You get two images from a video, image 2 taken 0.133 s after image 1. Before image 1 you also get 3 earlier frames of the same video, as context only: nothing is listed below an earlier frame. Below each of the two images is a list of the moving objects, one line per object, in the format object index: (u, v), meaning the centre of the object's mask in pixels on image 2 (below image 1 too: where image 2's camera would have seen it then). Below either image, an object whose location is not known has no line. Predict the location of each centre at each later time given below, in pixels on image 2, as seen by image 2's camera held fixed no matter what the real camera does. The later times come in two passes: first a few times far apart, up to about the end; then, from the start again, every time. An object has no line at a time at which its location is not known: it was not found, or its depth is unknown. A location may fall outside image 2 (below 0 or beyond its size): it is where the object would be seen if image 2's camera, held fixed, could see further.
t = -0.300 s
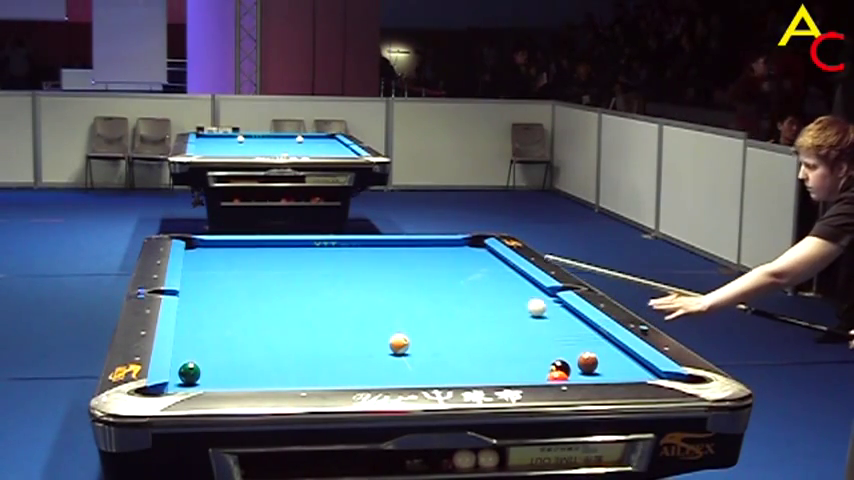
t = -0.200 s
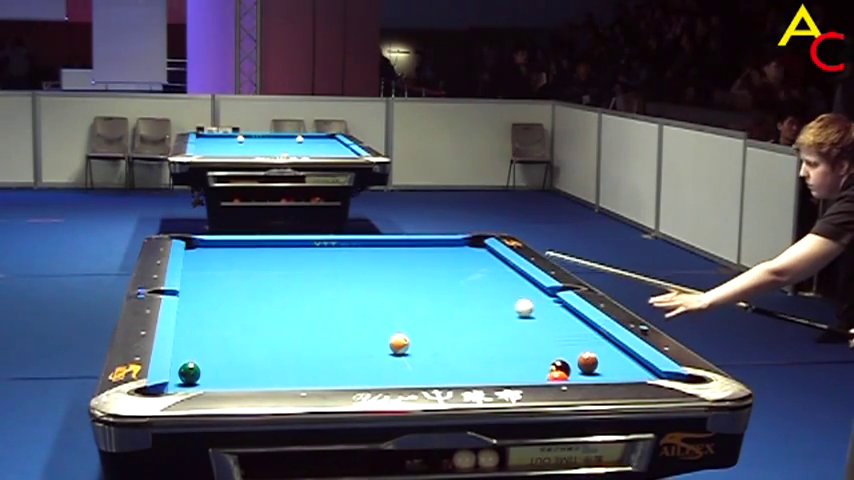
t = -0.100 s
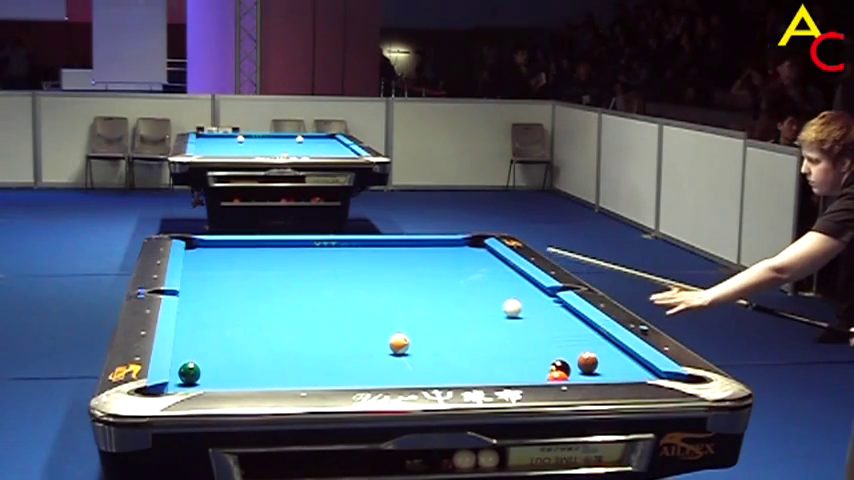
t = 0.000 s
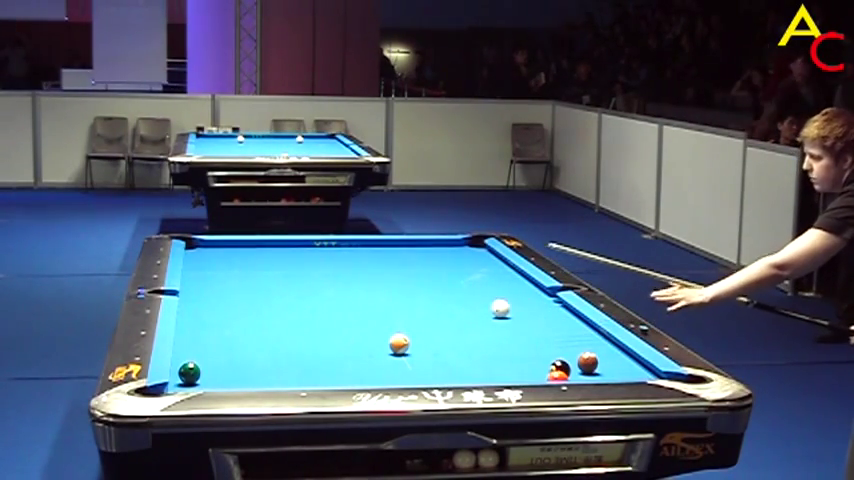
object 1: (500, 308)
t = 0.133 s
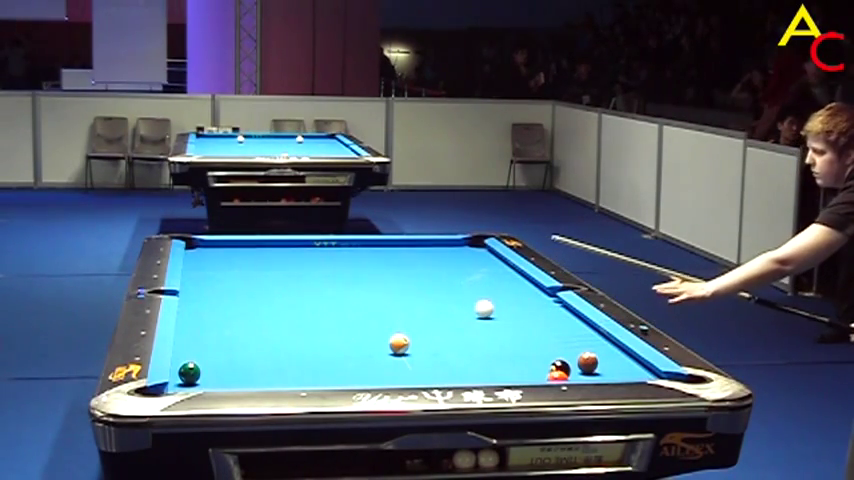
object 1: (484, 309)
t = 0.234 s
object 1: (473, 309)
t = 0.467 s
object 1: (446, 310)
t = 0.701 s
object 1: (421, 311)
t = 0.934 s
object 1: (397, 311)
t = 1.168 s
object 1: (373, 312)
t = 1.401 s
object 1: (351, 313)
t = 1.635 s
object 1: (330, 313)
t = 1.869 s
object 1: (310, 314)
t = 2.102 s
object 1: (291, 314)
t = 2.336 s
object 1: (273, 315)
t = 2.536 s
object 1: (259, 315)
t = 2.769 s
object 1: (243, 316)
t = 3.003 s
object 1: (229, 316)
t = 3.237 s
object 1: (215, 316)
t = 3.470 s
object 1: (204, 316)
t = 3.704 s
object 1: (193, 316)
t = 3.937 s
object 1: (186, 316)
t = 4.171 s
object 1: (190, 316)
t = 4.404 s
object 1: (194, 316)
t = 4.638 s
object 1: (196, 316)
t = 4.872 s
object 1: (197, 316)
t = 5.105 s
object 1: (198, 316)
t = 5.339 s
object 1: (199, 316)
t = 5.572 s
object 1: (199, 316)
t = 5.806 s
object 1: (199, 316)
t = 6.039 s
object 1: (199, 316)
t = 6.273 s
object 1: (199, 316)
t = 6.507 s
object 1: (199, 316)
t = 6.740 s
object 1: (199, 316)
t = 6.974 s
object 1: (199, 316)
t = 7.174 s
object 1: (199, 316)
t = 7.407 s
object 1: (199, 316)
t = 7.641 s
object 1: (199, 316)
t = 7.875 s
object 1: (199, 316)
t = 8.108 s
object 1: (199, 316)
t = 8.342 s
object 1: (199, 316)
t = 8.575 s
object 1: (199, 316)
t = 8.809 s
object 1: (199, 316)
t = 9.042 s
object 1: (199, 316)
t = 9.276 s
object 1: (199, 316)
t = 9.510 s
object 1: (199, 316)
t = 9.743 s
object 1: (199, 316)
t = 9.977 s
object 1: (199, 316)
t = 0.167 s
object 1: (480, 309)
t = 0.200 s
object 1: (476, 309)
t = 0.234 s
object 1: (473, 309)
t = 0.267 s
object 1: (469, 309)
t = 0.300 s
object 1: (465, 309)
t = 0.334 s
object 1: (461, 309)
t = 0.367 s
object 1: (457, 309)
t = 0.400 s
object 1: (454, 310)
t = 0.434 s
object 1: (450, 310)
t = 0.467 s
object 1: (446, 310)
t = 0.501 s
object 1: (442, 310)
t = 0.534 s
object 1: (439, 310)
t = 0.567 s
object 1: (435, 310)
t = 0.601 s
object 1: (432, 310)
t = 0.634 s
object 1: (428, 310)
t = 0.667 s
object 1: (424, 310)
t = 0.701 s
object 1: (421, 311)
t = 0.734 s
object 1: (417, 311)
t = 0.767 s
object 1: (414, 311)
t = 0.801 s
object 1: (410, 311)
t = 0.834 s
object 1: (407, 311)
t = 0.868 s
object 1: (403, 311)
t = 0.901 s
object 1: (400, 311)
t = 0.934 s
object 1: (397, 311)
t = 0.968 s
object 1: (393, 311)
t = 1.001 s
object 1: (390, 311)
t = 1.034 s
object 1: (386, 312)
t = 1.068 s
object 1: (383, 312)
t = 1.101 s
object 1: (380, 312)
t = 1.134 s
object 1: (376, 312)
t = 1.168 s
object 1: (373, 312)
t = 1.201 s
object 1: (370, 312)
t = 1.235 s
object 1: (367, 312)
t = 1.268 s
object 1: (364, 313)
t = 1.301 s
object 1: (360, 313)
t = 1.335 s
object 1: (357, 313)
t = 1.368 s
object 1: (354, 313)
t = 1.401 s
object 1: (351, 313)
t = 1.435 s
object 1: (348, 313)
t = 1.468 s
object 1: (345, 313)
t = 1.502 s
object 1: (342, 313)
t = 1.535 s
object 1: (339, 313)
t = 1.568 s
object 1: (336, 313)
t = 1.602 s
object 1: (333, 313)
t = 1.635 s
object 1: (330, 313)
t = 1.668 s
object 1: (327, 313)
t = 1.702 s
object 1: (324, 313)
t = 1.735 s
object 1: (321, 314)
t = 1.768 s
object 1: (318, 314)
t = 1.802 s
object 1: (315, 314)
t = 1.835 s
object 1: (313, 314)
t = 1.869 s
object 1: (310, 314)
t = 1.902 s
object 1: (307, 314)
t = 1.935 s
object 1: (304, 314)
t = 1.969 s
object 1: (301, 314)
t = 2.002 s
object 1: (299, 314)
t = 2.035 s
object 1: (296, 314)
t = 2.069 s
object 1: (294, 314)
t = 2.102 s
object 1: (291, 314)
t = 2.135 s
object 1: (288, 314)
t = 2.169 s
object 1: (286, 314)
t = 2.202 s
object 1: (283, 314)
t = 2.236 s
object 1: (281, 315)
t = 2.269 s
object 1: (278, 315)
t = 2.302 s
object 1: (276, 315)
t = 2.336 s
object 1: (273, 315)
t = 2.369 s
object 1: (271, 315)
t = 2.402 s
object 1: (268, 315)
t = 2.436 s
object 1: (266, 315)
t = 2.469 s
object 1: (263, 315)
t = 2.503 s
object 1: (261, 315)
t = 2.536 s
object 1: (259, 315)
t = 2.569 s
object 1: (257, 315)
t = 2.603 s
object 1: (254, 316)
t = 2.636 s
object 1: (252, 316)
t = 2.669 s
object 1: (250, 315)
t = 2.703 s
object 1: (248, 316)
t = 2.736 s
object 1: (245, 316)
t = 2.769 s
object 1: (243, 316)
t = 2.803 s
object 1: (241, 316)
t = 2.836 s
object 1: (239, 316)
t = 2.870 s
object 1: (237, 316)
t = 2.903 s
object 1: (235, 316)
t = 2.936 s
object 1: (233, 316)
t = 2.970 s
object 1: (231, 316)
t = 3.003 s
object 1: (229, 316)
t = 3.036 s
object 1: (227, 316)
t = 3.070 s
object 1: (225, 316)
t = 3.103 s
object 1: (223, 316)
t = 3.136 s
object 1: (221, 316)
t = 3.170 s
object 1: (219, 316)
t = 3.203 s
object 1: (217, 316)
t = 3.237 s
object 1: (215, 316)
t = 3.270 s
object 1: (214, 316)
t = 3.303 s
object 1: (212, 316)
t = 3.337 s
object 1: (210, 316)
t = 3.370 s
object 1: (209, 316)
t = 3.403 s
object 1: (207, 316)
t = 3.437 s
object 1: (205, 316)
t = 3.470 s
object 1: (204, 316)
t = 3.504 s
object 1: (202, 316)
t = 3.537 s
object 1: (201, 316)
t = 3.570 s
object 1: (199, 316)
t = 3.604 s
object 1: (197, 316)
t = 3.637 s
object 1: (196, 316)
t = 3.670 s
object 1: (194, 316)
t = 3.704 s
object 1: (193, 316)
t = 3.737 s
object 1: (192, 316)
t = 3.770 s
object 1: (190, 316)
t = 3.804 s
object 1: (189, 316)
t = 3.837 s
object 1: (188, 316)
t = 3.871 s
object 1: (186, 316)
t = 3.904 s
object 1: (185, 316)
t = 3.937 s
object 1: (186, 316)
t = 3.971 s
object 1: (187, 316)
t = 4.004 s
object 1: (187, 316)
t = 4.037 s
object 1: (188, 316)
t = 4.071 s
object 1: (189, 316)
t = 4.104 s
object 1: (189, 316)
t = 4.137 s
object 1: (190, 316)
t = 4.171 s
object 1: (190, 316)
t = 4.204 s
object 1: (191, 316)
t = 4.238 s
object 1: (192, 316)
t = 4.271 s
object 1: (192, 316)
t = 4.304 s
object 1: (192, 316)
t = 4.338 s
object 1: (193, 316)
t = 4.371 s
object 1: (194, 316)
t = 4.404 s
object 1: (194, 316)
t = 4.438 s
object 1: (194, 316)
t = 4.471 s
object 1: (195, 316)
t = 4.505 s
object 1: (195, 316)
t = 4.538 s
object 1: (195, 316)
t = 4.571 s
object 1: (196, 316)
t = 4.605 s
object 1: (196, 316)
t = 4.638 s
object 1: (196, 316)
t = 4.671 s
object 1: (197, 316)
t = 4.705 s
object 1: (197, 316)
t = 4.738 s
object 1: (197, 316)
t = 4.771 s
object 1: (197, 316)
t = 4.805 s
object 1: (197, 316)
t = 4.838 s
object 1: (197, 316)
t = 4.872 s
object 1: (197, 316)
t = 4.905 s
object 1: (197, 316)
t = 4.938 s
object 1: (198, 316)
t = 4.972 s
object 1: (198, 316)
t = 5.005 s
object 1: (198, 316)
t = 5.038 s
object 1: (198, 316)
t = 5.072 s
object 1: (198, 316)
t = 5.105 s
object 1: (198, 316)
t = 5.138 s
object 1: (198, 316)
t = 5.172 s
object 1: (198, 316)
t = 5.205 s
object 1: (198, 316)
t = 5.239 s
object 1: (198, 316)
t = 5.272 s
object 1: (198, 316)
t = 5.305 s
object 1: (198, 316)
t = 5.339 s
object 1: (199, 316)
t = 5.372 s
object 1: (199, 316)
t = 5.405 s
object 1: (199, 316)
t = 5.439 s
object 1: (199, 316)
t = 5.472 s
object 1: (199, 316)
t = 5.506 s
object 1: (199, 316)
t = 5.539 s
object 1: (199, 316)
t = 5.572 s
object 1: (199, 316)
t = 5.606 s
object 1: (199, 316)
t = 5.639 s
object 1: (199, 316)
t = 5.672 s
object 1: (199, 316)
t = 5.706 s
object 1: (199, 316)
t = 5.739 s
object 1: (199, 316)
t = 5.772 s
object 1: (199, 316)
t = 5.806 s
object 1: (199, 316)
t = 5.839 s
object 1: (199, 316)
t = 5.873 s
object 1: (199, 316)
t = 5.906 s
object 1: (199, 316)
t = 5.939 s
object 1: (199, 316)
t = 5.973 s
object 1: (199, 316)
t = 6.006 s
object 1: (199, 316)
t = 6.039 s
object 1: (199, 316)
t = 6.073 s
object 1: (199, 316)
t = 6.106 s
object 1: (199, 316)
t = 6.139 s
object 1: (199, 316)
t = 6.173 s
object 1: (199, 316)
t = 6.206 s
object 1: (199, 316)
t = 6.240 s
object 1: (199, 316)
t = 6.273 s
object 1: (199, 316)
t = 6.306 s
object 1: (199, 316)
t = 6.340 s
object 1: (199, 316)
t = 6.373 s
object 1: (199, 316)
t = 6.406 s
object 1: (199, 316)
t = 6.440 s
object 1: (199, 316)
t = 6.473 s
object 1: (199, 316)
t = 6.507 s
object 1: (199, 316)
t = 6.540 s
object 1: (199, 316)
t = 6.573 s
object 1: (199, 316)
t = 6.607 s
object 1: (199, 316)
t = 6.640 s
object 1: (199, 316)
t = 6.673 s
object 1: (199, 316)
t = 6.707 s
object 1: (199, 316)
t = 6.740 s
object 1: (199, 316)
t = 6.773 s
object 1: (199, 316)
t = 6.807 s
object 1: (199, 316)
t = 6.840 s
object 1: (199, 316)
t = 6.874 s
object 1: (199, 316)
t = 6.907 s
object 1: (199, 316)
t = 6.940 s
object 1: (199, 316)
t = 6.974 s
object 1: (199, 316)
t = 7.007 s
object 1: (199, 316)
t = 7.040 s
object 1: (199, 316)
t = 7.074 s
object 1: (199, 316)
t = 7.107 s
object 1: (199, 316)
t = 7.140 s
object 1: (199, 316)
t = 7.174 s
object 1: (199, 316)
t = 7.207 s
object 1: (199, 316)
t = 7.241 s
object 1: (199, 316)
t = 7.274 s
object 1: (199, 316)
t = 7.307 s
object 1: (199, 316)
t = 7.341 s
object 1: (199, 316)
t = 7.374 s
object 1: (199, 316)
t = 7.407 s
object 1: (199, 316)
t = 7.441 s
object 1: (199, 316)
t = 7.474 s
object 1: (199, 316)
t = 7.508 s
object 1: (199, 316)
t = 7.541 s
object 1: (199, 316)
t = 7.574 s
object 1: (199, 316)
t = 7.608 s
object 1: (199, 316)
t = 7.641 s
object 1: (199, 316)
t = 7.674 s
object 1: (199, 316)
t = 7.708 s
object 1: (199, 316)
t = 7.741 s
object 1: (199, 316)
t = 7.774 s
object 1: (199, 316)
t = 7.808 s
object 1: (199, 316)
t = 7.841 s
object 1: (199, 316)
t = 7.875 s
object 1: (199, 316)
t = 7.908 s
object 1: (199, 316)
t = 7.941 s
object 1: (199, 316)
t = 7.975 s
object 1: (199, 316)
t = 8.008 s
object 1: (199, 316)
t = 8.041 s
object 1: (199, 316)
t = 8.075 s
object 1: (199, 316)
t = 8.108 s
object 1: (199, 316)
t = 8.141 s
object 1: (199, 316)
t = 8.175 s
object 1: (199, 316)
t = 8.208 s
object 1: (199, 316)
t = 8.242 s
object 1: (199, 316)
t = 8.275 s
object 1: (199, 316)
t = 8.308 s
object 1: (199, 316)
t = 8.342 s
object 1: (199, 316)
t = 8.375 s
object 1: (199, 316)
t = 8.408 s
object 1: (199, 316)
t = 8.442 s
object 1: (199, 316)
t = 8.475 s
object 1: (199, 316)
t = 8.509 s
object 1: (199, 316)
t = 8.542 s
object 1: (199, 316)
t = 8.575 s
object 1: (199, 316)
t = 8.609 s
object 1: (199, 316)
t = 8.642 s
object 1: (199, 316)
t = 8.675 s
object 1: (199, 316)
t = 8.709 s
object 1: (199, 316)
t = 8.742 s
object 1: (199, 316)
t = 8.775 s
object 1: (199, 316)
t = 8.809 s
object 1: (199, 316)
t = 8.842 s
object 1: (199, 316)
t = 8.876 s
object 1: (199, 316)
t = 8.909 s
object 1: (199, 316)
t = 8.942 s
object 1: (199, 316)
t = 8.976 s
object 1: (199, 316)
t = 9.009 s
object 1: (199, 316)
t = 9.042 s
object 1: (199, 316)
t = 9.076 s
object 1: (199, 316)
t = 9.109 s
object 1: (199, 316)
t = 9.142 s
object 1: (199, 316)
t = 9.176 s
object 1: (199, 316)
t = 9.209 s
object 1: (199, 316)
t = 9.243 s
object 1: (199, 316)
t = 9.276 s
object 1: (199, 316)
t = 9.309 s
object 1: (199, 316)
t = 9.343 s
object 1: (199, 316)
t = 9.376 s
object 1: (199, 316)
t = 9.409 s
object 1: (199, 316)
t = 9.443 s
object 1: (199, 316)
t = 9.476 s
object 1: (199, 316)
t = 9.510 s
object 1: (199, 316)
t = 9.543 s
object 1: (199, 316)
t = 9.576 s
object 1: (199, 316)
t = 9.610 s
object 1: (199, 316)
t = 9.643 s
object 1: (199, 316)
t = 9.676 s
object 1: (199, 316)
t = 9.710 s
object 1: (199, 316)
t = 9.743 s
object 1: (199, 316)
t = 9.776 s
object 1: (199, 316)
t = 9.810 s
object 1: (199, 316)
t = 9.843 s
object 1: (199, 316)
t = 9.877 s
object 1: (199, 316)
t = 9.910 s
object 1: (199, 316)
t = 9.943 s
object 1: (199, 316)
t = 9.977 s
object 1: (199, 316)
